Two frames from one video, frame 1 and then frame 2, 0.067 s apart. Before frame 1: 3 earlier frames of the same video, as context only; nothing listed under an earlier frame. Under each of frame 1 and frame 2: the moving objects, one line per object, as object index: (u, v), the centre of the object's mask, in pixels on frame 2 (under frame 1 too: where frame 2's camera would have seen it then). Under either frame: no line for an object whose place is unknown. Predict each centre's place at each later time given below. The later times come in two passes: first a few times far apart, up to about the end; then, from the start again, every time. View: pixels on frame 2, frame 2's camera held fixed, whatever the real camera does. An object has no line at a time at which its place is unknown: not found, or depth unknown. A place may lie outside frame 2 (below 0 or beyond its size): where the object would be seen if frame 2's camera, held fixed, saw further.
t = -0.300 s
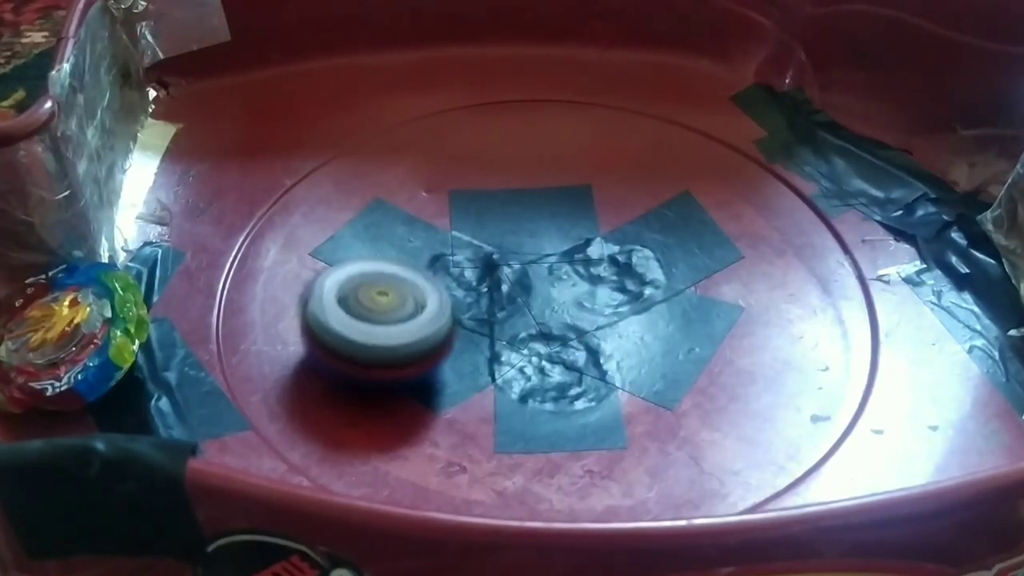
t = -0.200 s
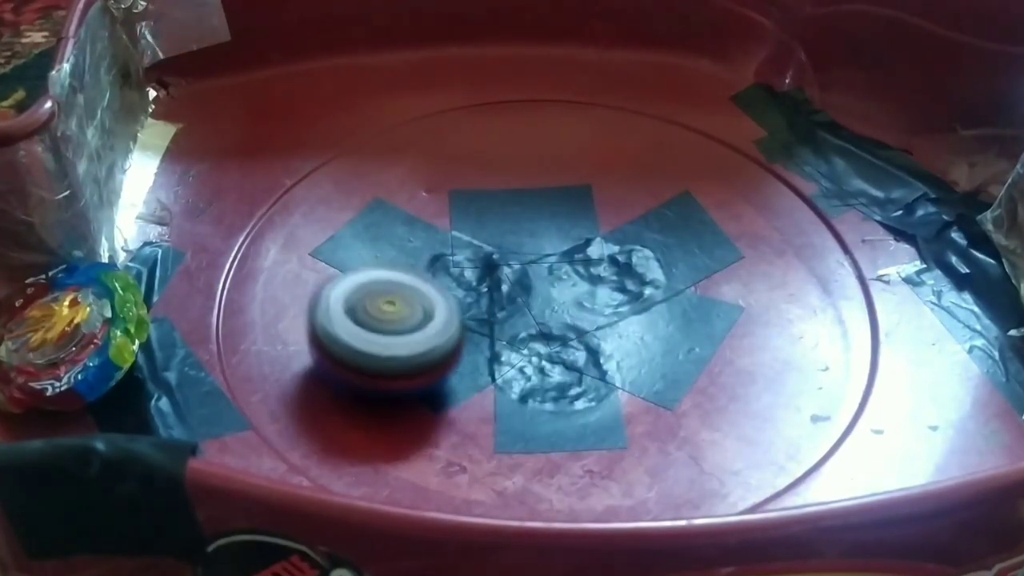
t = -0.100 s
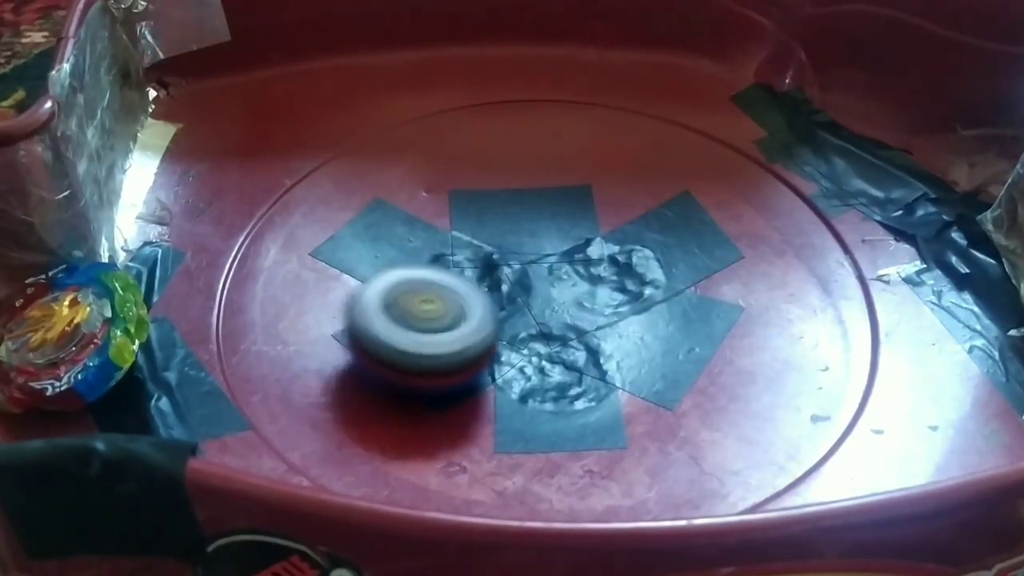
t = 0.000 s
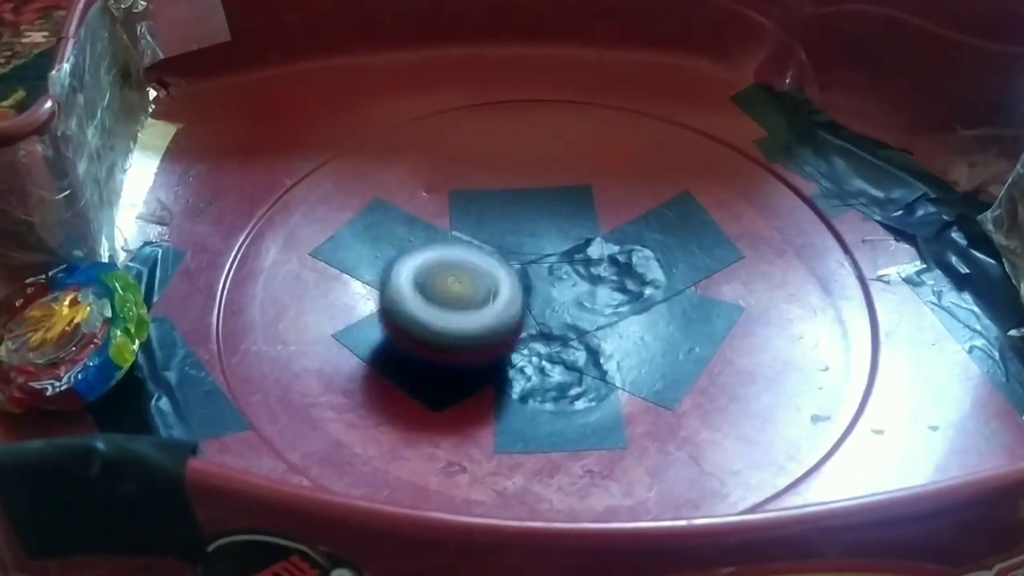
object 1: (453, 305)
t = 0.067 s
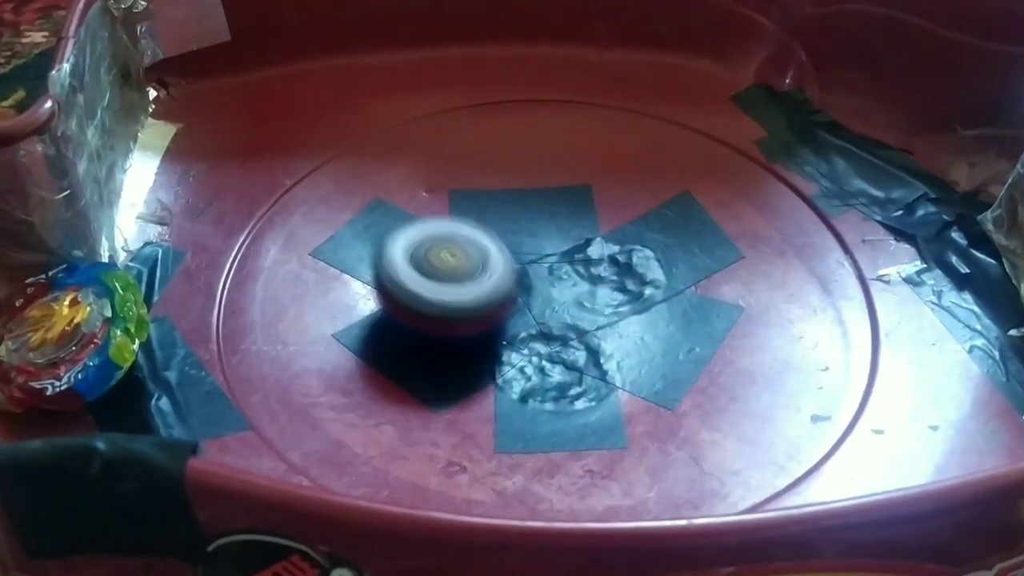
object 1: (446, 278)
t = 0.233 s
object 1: (375, 231)
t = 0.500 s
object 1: (404, 274)
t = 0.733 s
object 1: (489, 236)
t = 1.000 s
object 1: (474, 193)
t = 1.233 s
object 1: (526, 216)
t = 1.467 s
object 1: (602, 194)
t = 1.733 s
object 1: (600, 201)
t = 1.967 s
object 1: (653, 224)
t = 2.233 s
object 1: (667, 250)
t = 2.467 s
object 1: (659, 303)
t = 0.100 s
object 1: (434, 267)
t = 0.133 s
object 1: (417, 253)
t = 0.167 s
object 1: (400, 241)
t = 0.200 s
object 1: (387, 236)
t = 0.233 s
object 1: (375, 231)
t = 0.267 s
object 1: (367, 233)
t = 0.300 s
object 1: (362, 238)
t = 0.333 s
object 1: (360, 244)
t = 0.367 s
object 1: (357, 251)
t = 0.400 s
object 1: (361, 257)
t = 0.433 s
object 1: (371, 264)
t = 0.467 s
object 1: (385, 270)
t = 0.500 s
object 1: (404, 274)
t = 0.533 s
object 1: (421, 274)
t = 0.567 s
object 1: (435, 271)
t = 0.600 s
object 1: (444, 267)
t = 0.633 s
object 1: (459, 261)
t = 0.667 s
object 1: (471, 256)
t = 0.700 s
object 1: (482, 248)
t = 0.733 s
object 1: (489, 236)
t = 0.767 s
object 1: (490, 220)
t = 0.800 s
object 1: (493, 209)
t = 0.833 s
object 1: (494, 201)
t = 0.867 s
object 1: (493, 194)
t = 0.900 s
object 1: (489, 193)
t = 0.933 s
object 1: (485, 190)
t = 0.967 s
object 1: (479, 192)
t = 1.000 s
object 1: (474, 193)
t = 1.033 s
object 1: (469, 198)
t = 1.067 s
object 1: (468, 200)
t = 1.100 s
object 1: (470, 207)
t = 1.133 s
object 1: (479, 210)
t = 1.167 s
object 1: (489, 217)
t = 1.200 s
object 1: (505, 217)
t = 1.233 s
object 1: (526, 216)
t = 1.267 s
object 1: (546, 214)
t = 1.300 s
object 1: (562, 213)
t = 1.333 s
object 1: (577, 214)
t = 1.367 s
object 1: (589, 207)
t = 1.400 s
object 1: (598, 199)
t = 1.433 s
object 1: (601, 195)
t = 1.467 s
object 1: (602, 194)
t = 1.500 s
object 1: (599, 199)
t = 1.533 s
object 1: (596, 202)
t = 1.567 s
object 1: (592, 203)
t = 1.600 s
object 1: (592, 203)
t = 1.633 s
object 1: (594, 203)
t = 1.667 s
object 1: (595, 202)
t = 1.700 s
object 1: (596, 202)
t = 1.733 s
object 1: (600, 201)
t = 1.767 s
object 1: (606, 203)
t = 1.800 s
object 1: (608, 209)
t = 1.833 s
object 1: (610, 213)
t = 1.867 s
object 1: (617, 217)
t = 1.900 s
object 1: (627, 219)
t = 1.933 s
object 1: (641, 220)
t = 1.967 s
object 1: (653, 224)
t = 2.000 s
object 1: (662, 232)
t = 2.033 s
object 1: (666, 238)
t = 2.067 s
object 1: (664, 242)
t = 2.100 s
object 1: (665, 245)
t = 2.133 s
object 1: (669, 247)
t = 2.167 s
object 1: (671, 247)
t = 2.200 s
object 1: (670, 248)
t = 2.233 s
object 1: (667, 250)
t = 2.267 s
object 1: (663, 254)
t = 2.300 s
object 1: (660, 265)
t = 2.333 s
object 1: (657, 279)
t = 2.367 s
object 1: (655, 288)
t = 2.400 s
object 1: (654, 294)
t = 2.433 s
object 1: (656, 299)
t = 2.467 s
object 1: (659, 303)
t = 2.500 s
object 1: (661, 305)
